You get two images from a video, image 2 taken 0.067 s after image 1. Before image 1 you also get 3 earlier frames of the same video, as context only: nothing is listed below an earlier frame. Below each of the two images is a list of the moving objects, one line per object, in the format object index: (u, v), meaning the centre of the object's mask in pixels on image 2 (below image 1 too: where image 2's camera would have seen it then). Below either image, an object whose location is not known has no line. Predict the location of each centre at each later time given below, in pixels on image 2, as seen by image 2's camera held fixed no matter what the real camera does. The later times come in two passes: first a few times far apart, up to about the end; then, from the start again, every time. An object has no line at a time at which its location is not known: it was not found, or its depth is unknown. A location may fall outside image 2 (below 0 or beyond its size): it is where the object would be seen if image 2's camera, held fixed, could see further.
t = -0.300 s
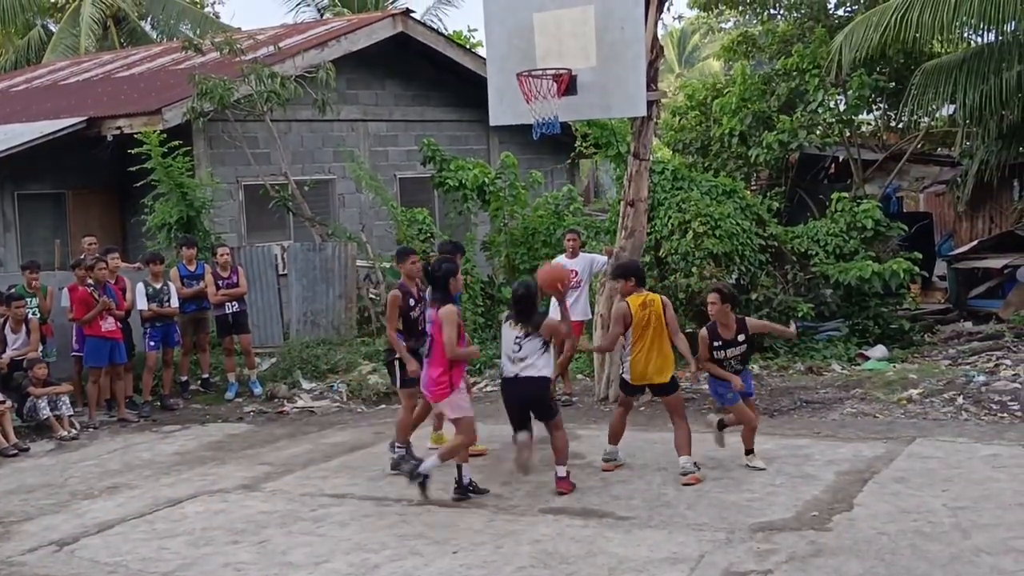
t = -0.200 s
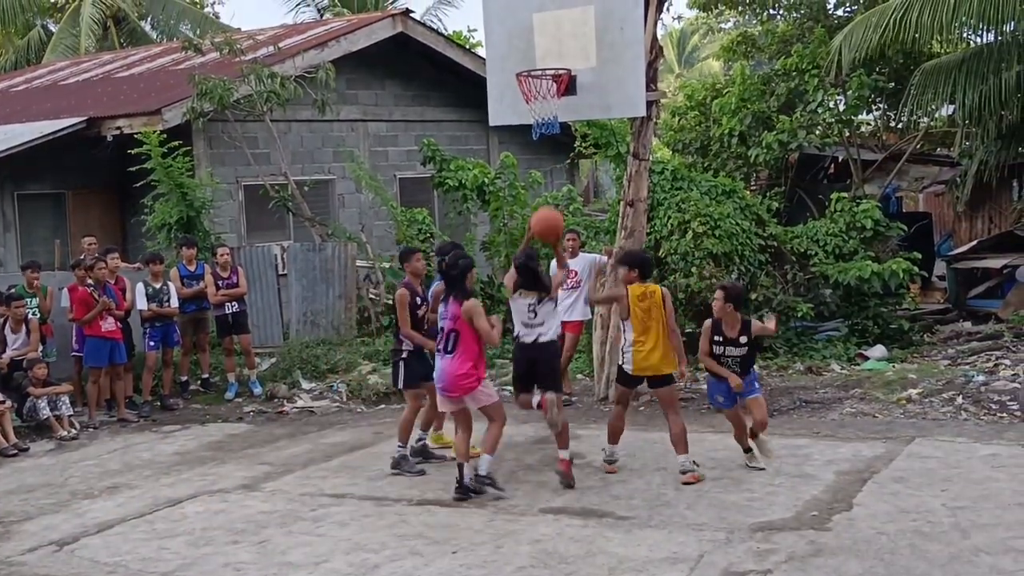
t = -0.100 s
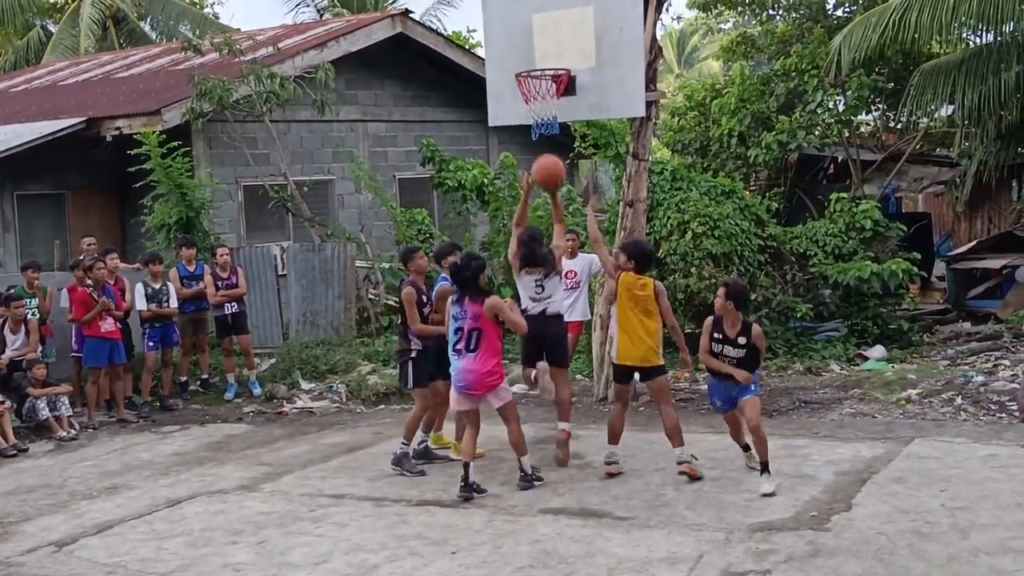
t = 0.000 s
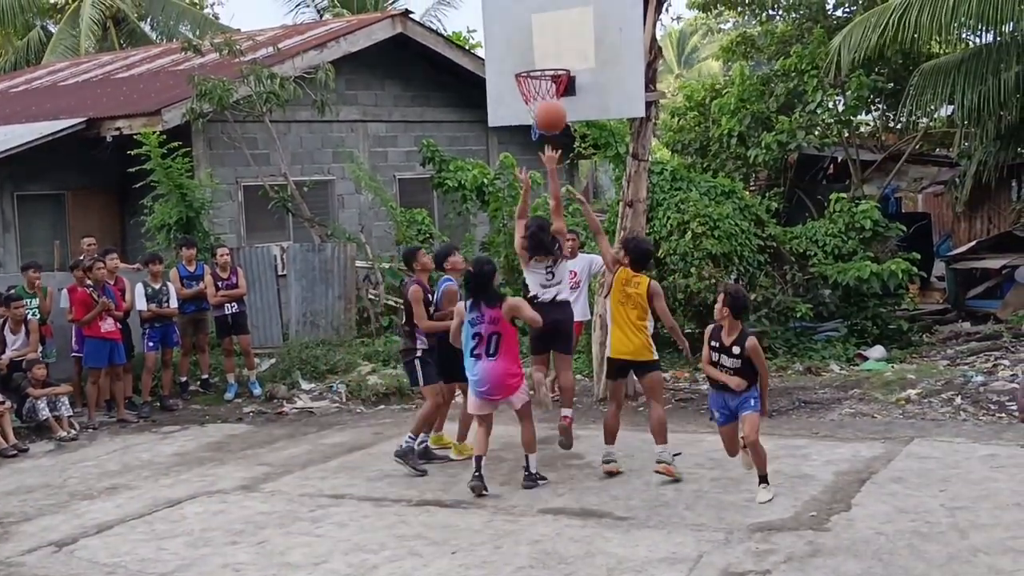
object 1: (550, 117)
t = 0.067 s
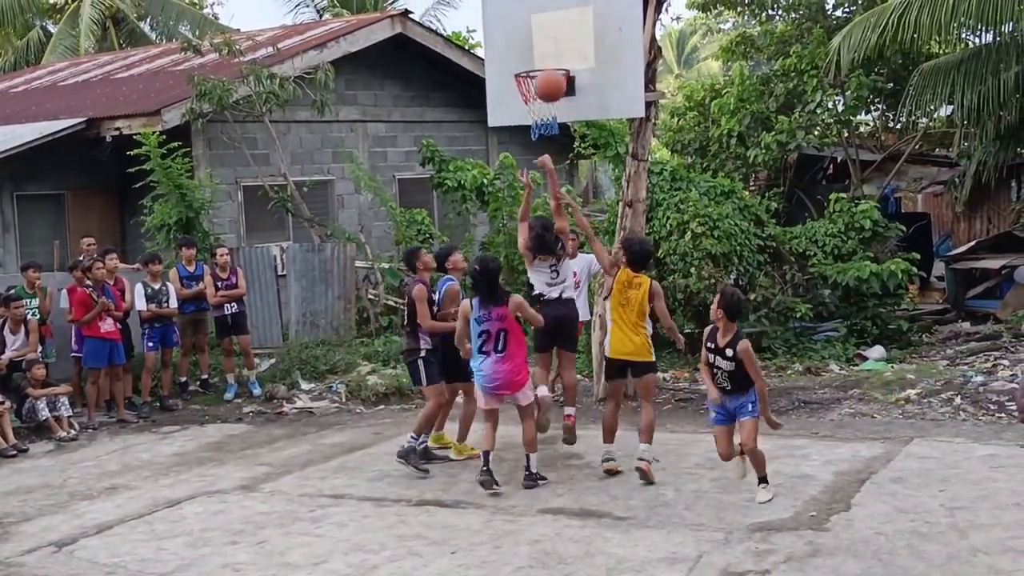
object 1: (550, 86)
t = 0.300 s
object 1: (551, 31)
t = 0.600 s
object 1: (558, 56)
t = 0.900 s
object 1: (532, 53)
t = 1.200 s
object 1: (506, 82)
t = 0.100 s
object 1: (550, 74)
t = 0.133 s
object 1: (550, 62)
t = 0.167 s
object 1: (550, 53)
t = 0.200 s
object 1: (550, 45)
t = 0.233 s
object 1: (551, 39)
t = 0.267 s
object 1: (551, 34)
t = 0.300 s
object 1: (551, 31)
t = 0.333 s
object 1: (552, 29)
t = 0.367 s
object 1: (553, 29)
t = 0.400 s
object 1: (553, 30)
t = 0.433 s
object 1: (554, 32)
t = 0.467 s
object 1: (555, 36)
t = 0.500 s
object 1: (556, 41)
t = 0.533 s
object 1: (557, 48)
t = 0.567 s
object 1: (558, 55)
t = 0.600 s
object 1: (558, 56)
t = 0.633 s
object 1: (554, 51)
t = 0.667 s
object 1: (551, 47)
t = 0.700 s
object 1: (548, 43)
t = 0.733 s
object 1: (545, 42)
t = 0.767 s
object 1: (542, 41)
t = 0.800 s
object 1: (540, 42)
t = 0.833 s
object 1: (537, 45)
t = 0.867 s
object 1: (534, 48)
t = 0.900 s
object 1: (532, 53)
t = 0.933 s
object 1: (529, 58)
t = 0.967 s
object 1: (527, 60)
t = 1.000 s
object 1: (524, 61)
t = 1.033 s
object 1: (521, 61)
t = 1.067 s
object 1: (519, 62)
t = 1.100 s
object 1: (515, 66)
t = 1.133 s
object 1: (512, 71)
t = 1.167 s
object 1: (509, 77)
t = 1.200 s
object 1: (506, 82)
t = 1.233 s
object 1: (504, 88)
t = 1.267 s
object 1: (501, 96)
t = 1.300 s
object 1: (498, 104)
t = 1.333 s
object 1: (494, 115)
